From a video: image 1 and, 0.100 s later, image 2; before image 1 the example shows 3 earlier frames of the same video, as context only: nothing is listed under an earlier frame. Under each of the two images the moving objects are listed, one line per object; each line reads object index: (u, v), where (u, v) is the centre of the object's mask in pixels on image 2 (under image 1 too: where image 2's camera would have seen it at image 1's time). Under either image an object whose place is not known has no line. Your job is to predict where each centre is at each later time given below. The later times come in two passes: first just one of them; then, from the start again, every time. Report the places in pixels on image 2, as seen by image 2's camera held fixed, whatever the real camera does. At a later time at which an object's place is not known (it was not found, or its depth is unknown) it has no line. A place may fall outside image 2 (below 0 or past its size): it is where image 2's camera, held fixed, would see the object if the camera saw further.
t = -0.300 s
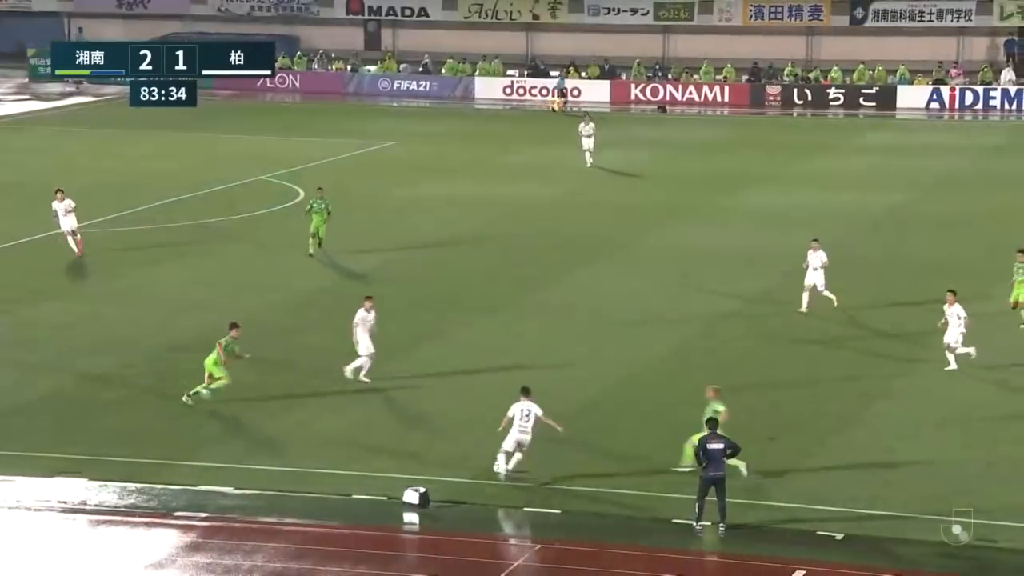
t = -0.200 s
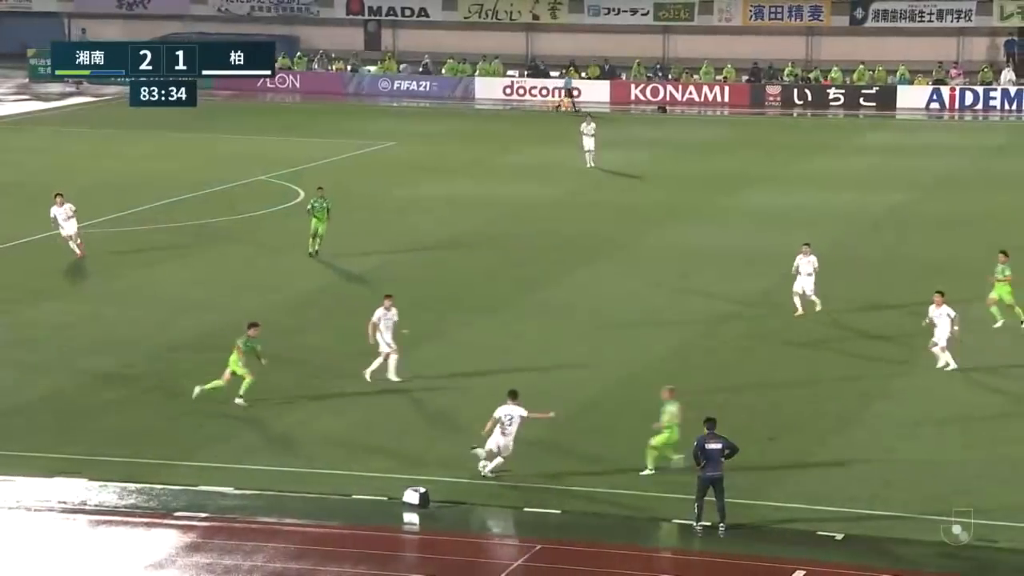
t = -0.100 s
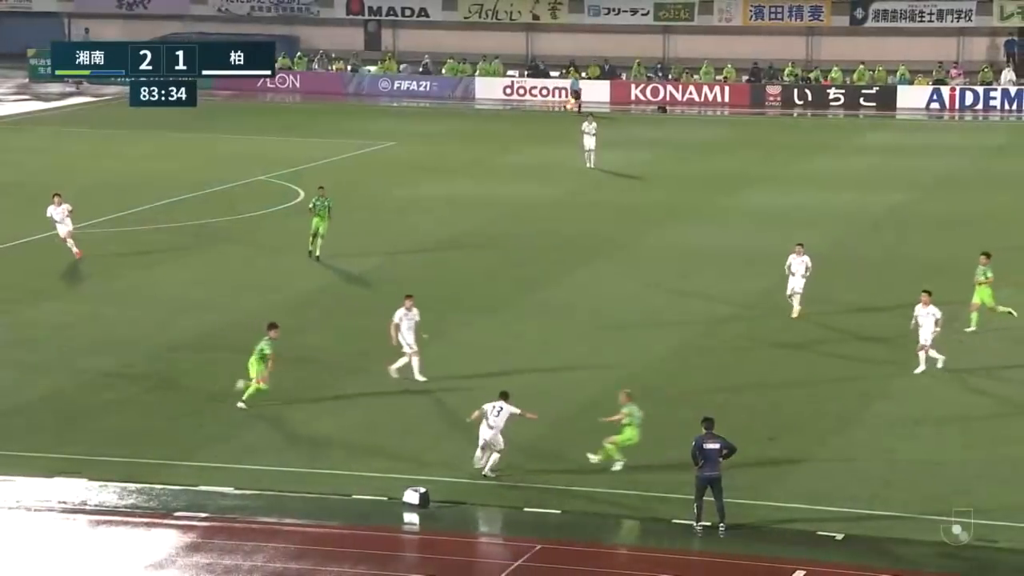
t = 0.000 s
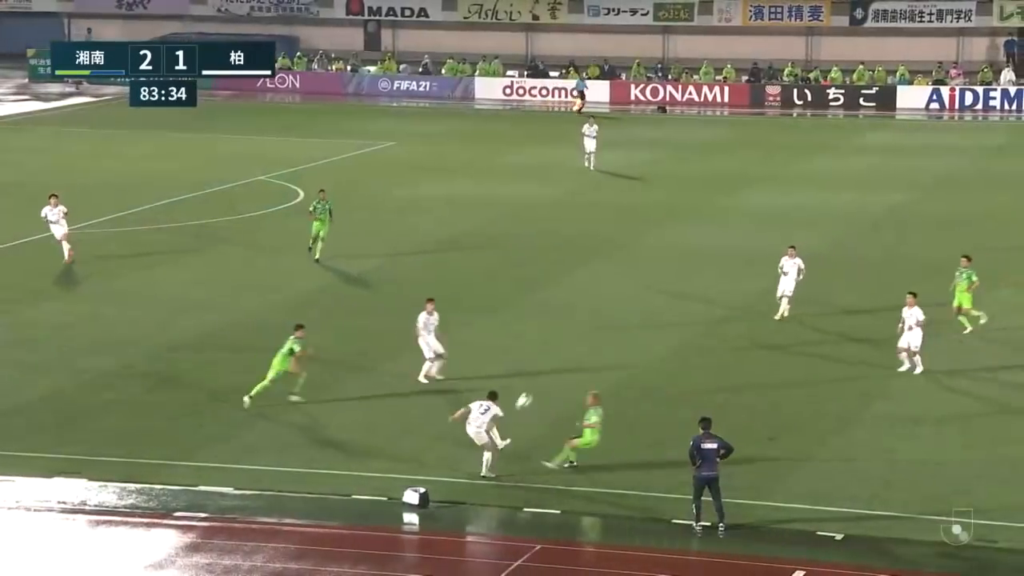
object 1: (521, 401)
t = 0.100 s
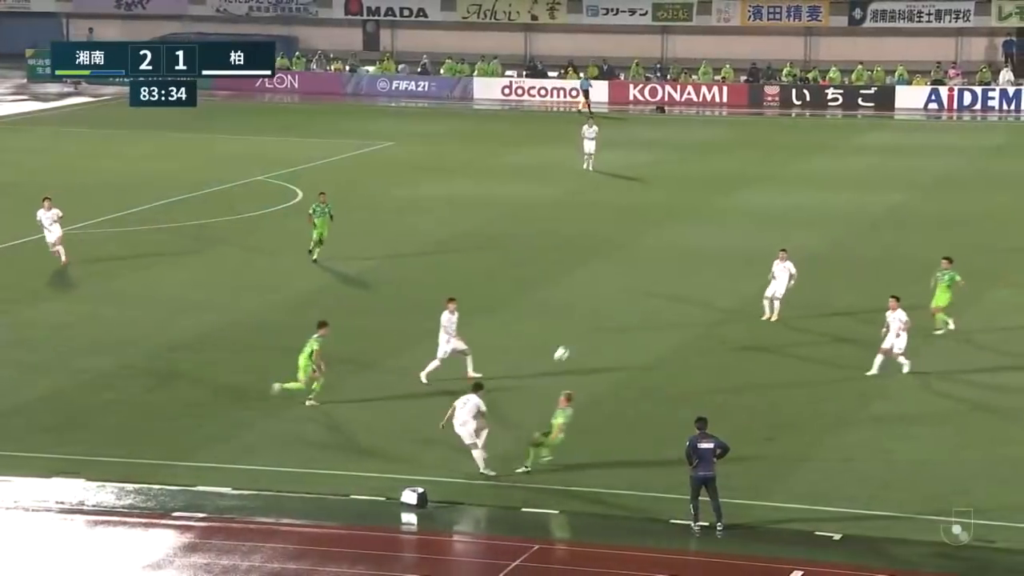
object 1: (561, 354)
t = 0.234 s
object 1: (608, 301)
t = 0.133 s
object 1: (573, 340)
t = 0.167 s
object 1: (585, 326)
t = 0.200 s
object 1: (597, 313)
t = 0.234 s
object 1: (608, 301)
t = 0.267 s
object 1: (619, 289)
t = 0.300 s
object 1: (629, 278)
